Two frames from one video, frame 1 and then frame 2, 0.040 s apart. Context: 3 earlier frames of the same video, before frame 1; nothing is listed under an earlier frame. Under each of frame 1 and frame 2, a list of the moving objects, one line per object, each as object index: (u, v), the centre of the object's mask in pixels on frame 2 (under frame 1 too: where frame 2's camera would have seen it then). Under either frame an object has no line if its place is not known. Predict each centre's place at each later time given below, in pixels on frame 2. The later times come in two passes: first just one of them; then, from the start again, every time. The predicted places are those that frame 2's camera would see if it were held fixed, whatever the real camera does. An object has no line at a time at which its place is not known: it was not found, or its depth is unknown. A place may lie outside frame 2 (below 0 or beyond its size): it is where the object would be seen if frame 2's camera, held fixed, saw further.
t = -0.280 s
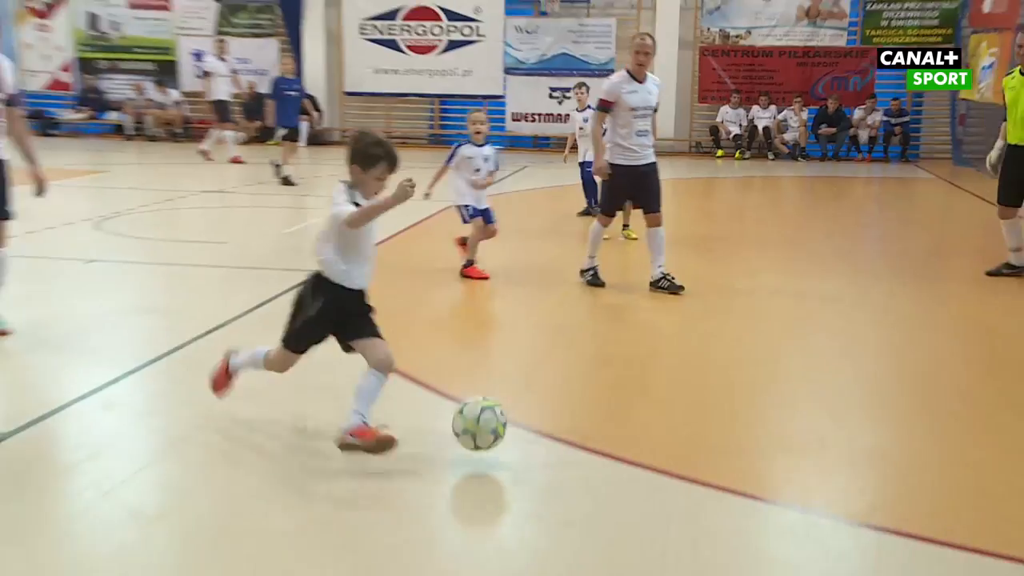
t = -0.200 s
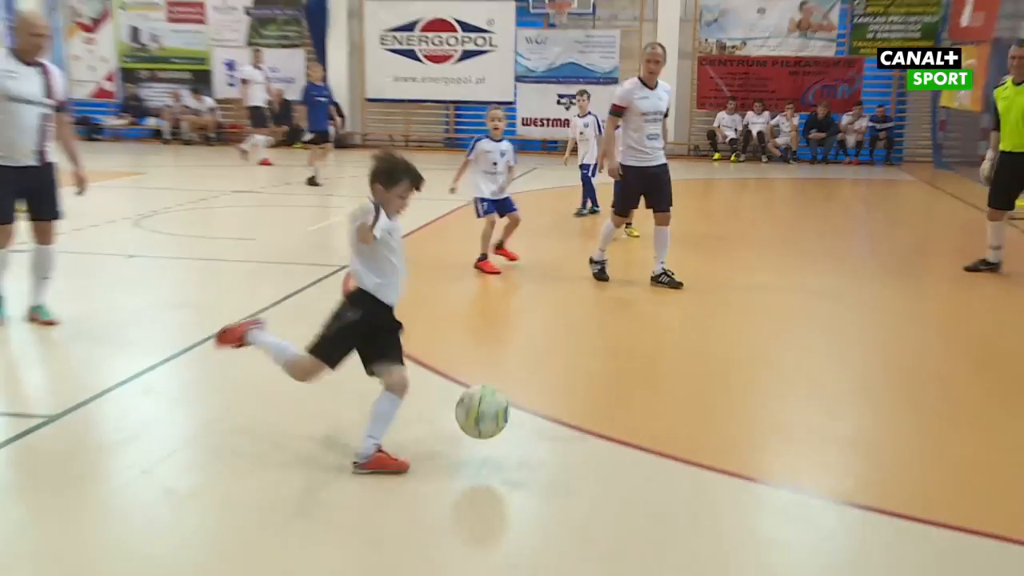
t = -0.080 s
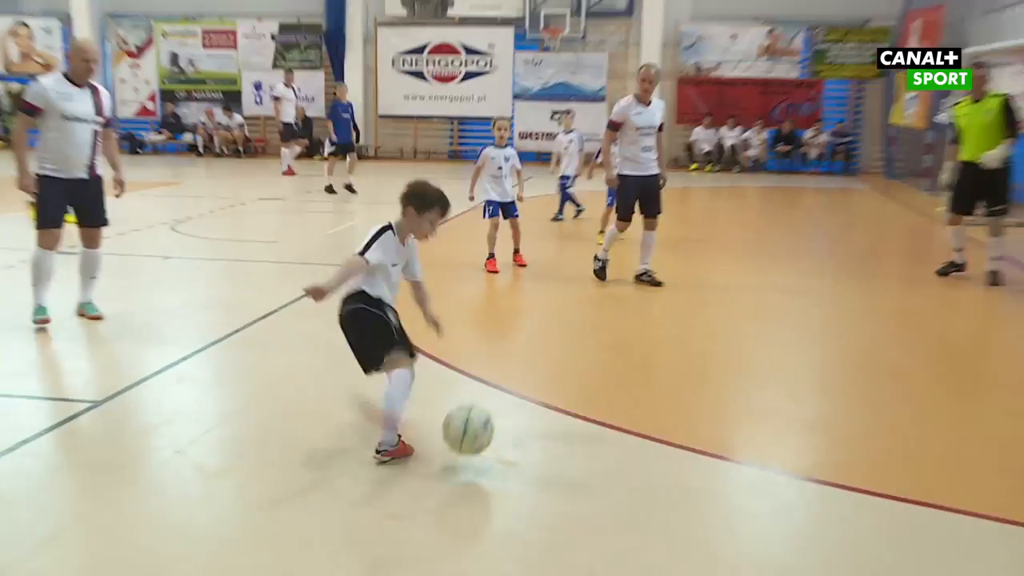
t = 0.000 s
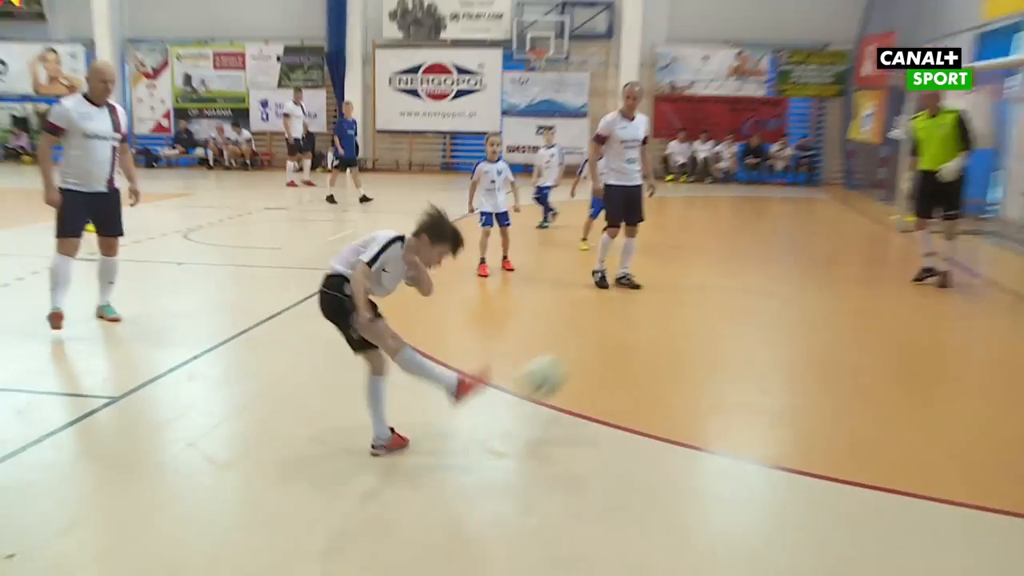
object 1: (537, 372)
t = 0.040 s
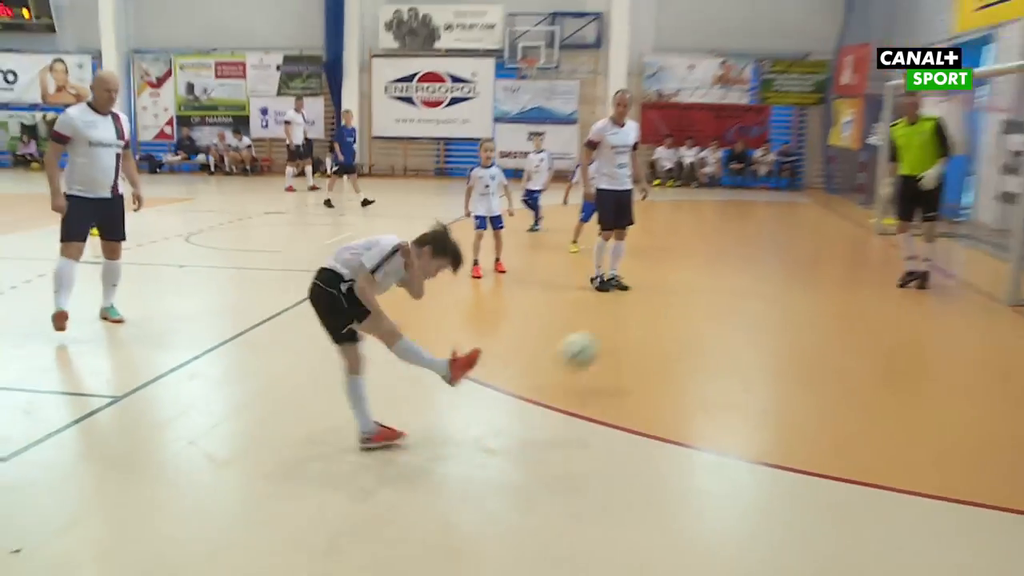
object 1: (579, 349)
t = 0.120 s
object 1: (652, 319)
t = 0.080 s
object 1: (617, 333)
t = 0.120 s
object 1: (652, 319)
